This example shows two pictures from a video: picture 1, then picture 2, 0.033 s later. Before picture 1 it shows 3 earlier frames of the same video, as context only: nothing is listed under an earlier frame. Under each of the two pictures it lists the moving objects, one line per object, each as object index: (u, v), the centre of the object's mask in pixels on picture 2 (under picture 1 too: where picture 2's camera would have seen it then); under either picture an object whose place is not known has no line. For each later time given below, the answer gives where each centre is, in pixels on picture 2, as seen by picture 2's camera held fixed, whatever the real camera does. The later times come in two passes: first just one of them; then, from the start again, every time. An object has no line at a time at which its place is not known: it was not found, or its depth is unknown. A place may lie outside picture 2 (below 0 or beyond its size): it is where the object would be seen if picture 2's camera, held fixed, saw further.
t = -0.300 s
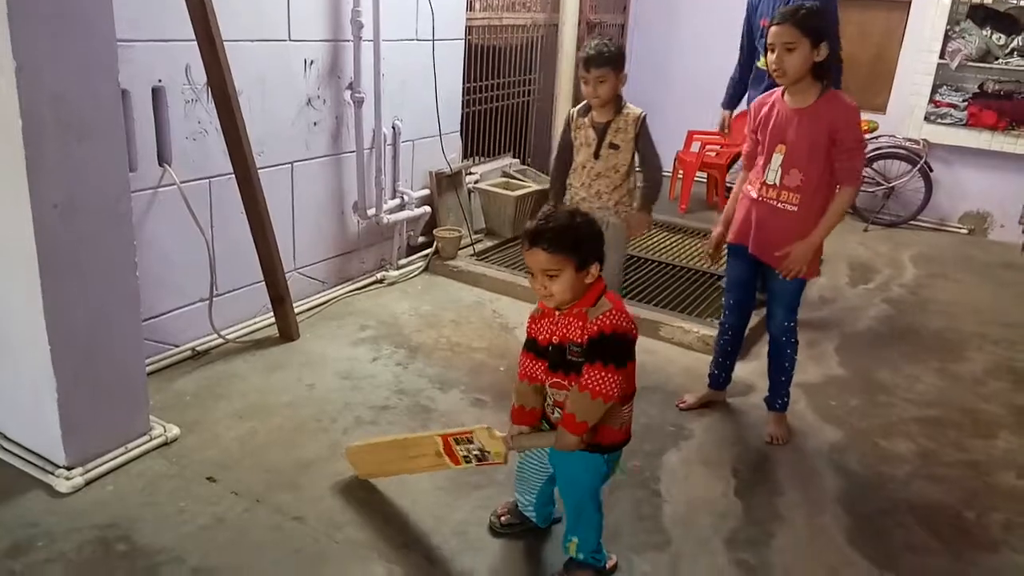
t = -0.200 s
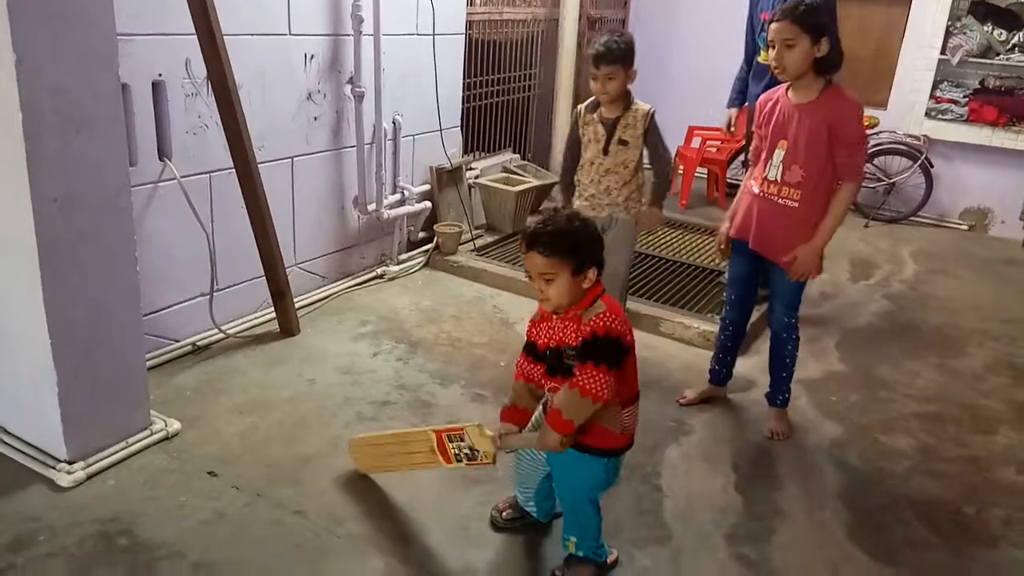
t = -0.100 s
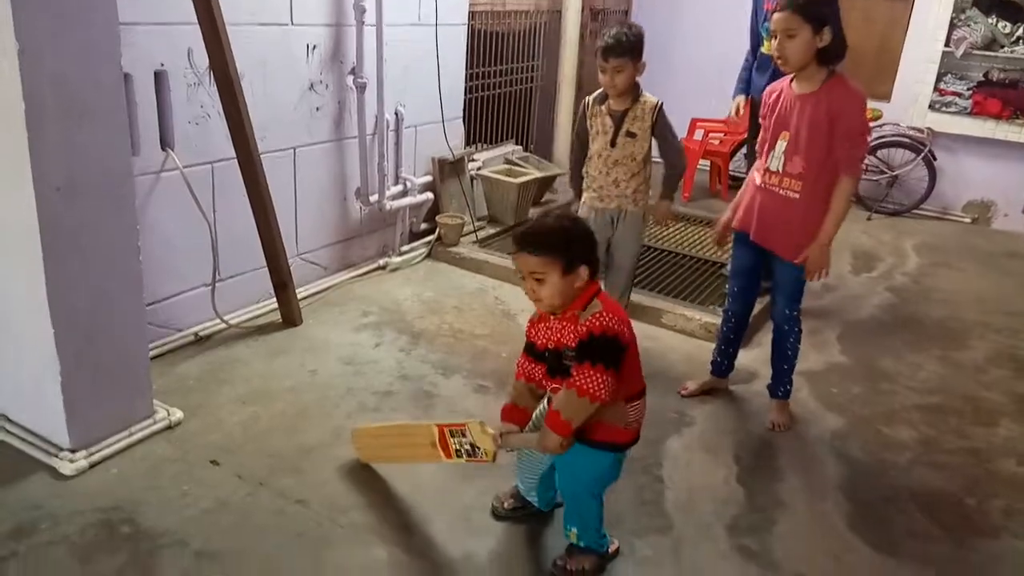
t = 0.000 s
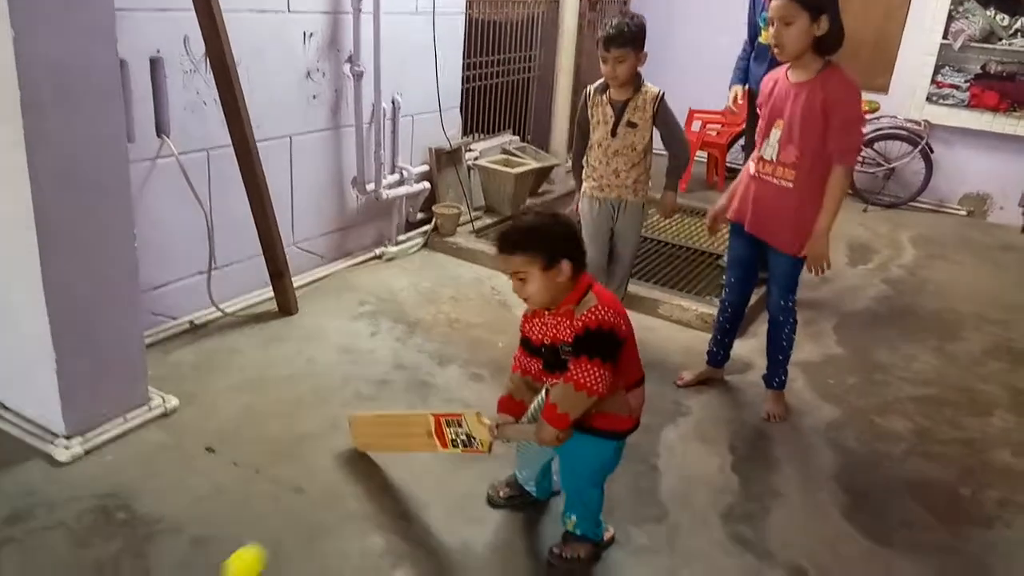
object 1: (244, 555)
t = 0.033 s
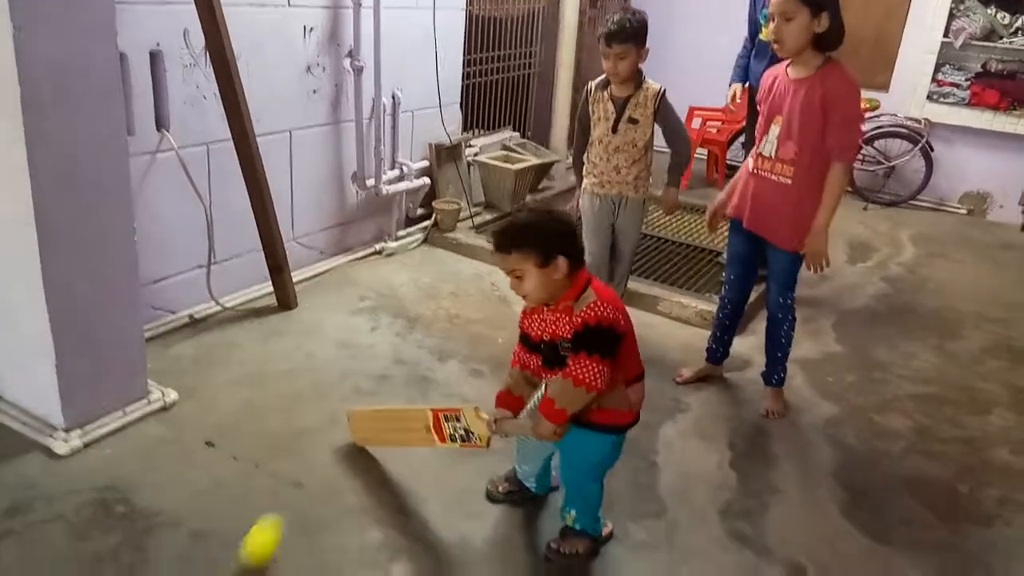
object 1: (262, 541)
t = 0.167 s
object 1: (331, 485)
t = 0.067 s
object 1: (280, 522)
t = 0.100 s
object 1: (298, 508)
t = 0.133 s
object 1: (315, 497)
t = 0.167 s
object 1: (331, 485)
